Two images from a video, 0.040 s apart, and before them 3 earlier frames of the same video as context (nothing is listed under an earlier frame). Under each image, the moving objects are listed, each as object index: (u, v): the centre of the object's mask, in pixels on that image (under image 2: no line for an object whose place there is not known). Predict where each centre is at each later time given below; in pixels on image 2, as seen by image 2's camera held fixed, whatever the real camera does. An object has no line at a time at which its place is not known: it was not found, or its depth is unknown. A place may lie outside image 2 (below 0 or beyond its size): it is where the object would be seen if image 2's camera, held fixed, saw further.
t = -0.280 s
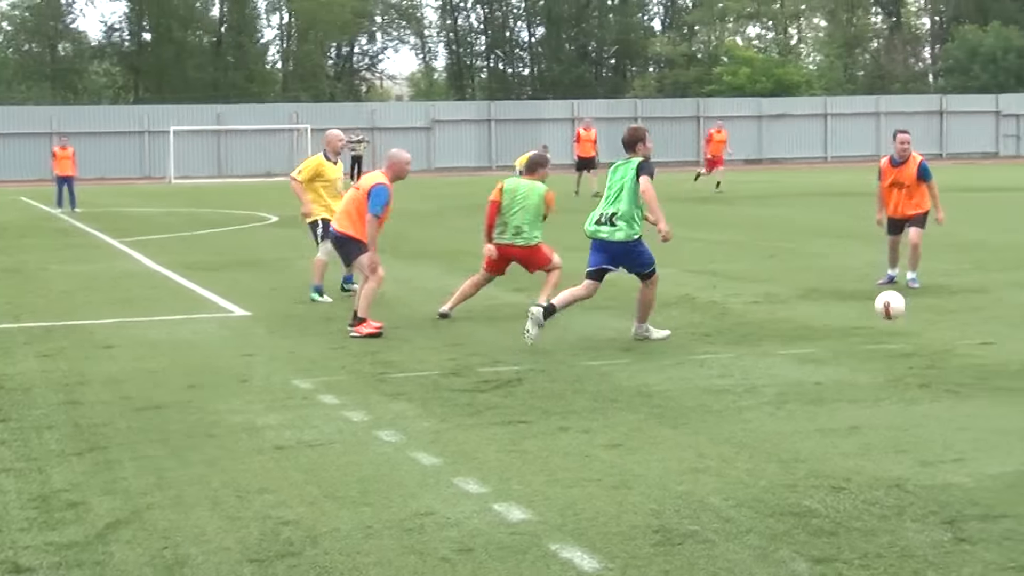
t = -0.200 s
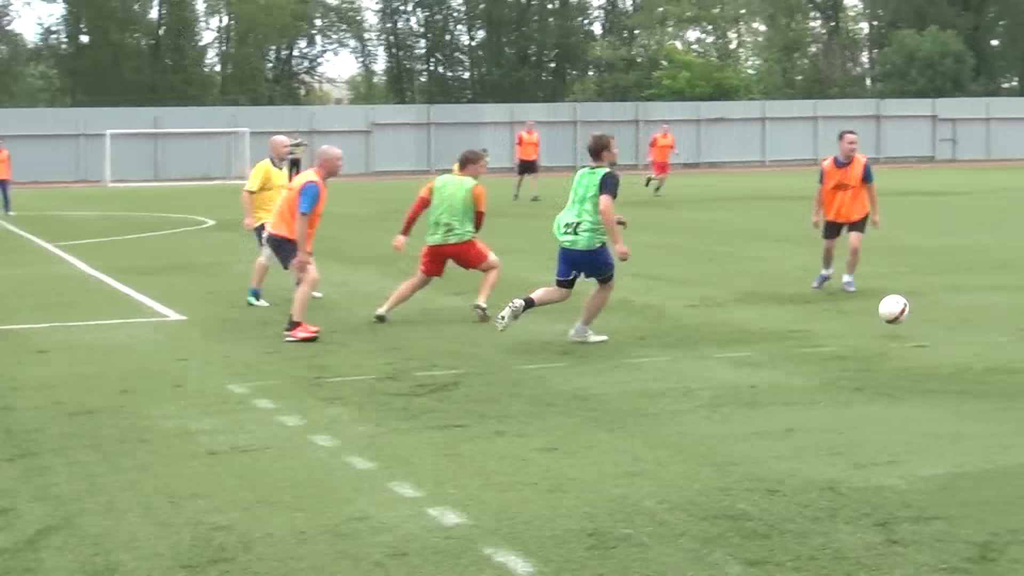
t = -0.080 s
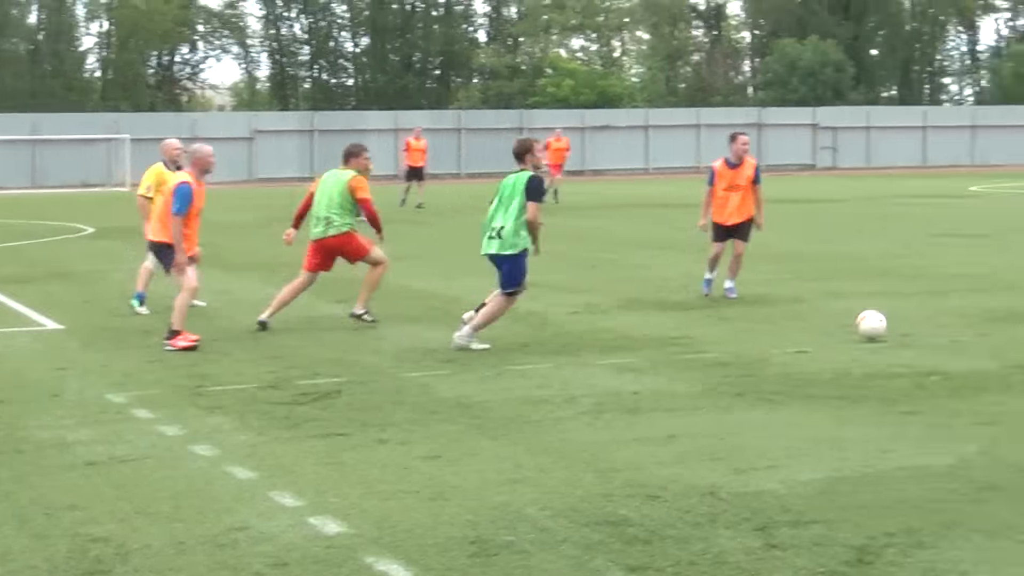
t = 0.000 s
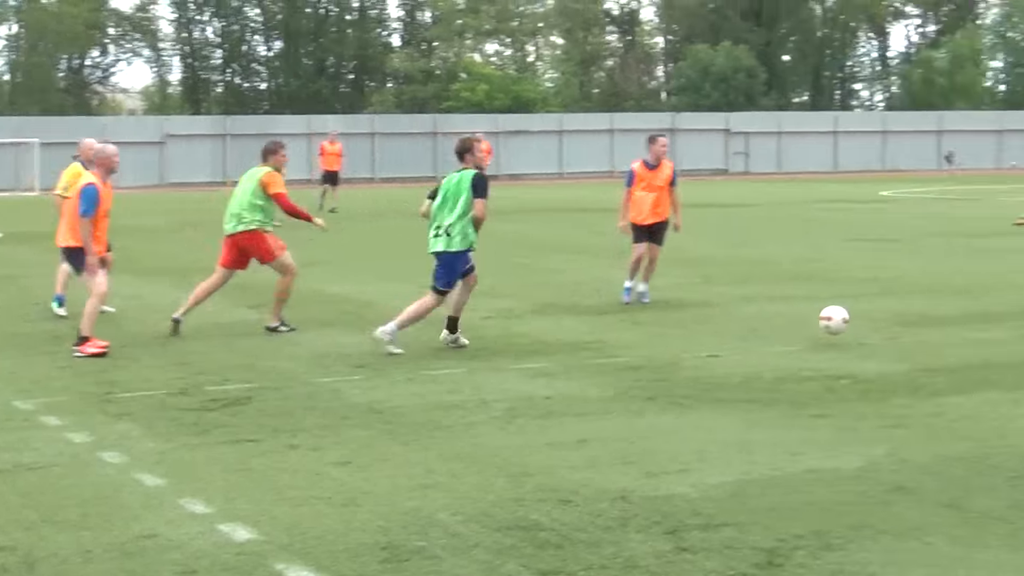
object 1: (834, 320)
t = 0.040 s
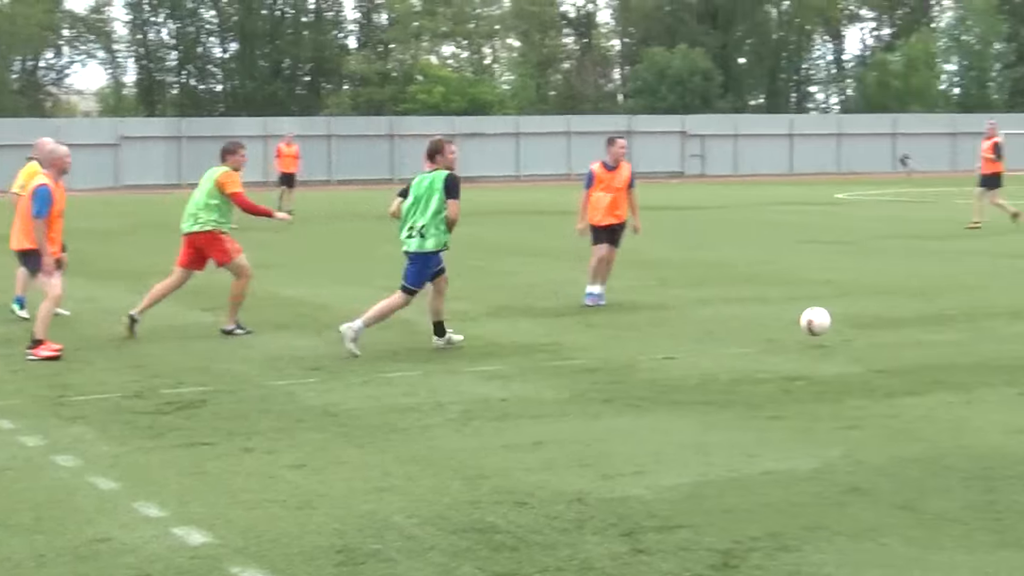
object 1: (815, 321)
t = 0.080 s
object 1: (837, 322)
